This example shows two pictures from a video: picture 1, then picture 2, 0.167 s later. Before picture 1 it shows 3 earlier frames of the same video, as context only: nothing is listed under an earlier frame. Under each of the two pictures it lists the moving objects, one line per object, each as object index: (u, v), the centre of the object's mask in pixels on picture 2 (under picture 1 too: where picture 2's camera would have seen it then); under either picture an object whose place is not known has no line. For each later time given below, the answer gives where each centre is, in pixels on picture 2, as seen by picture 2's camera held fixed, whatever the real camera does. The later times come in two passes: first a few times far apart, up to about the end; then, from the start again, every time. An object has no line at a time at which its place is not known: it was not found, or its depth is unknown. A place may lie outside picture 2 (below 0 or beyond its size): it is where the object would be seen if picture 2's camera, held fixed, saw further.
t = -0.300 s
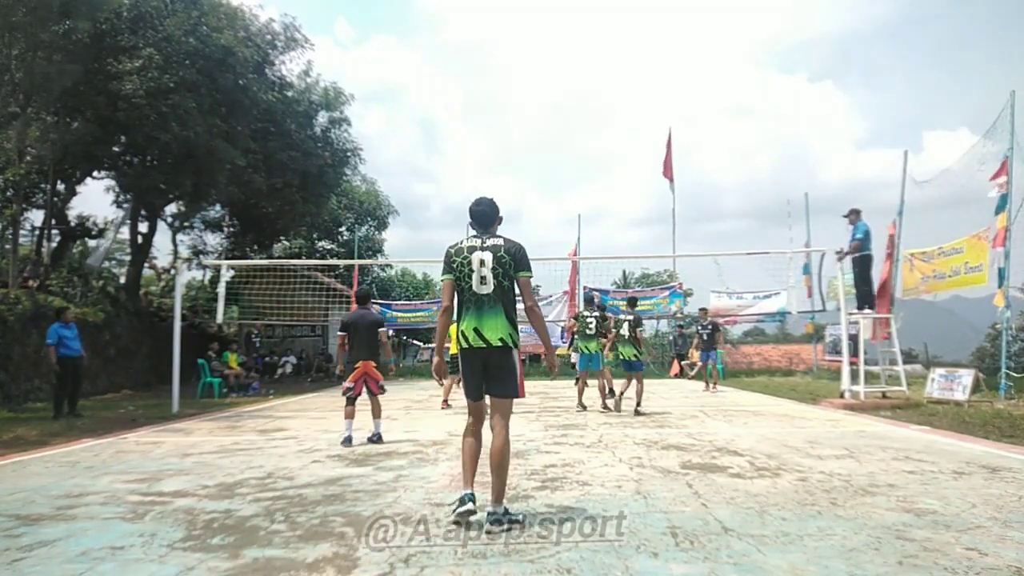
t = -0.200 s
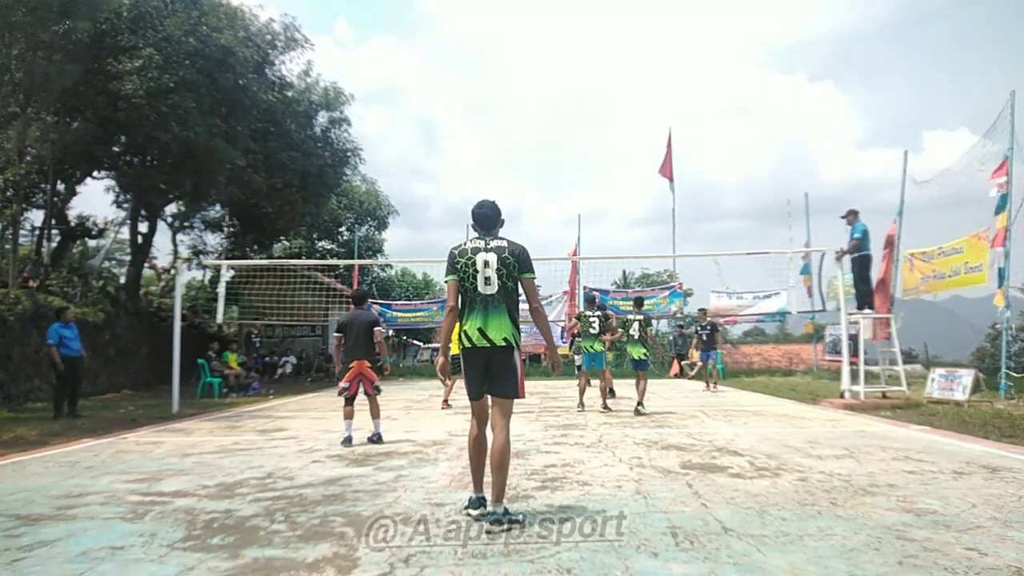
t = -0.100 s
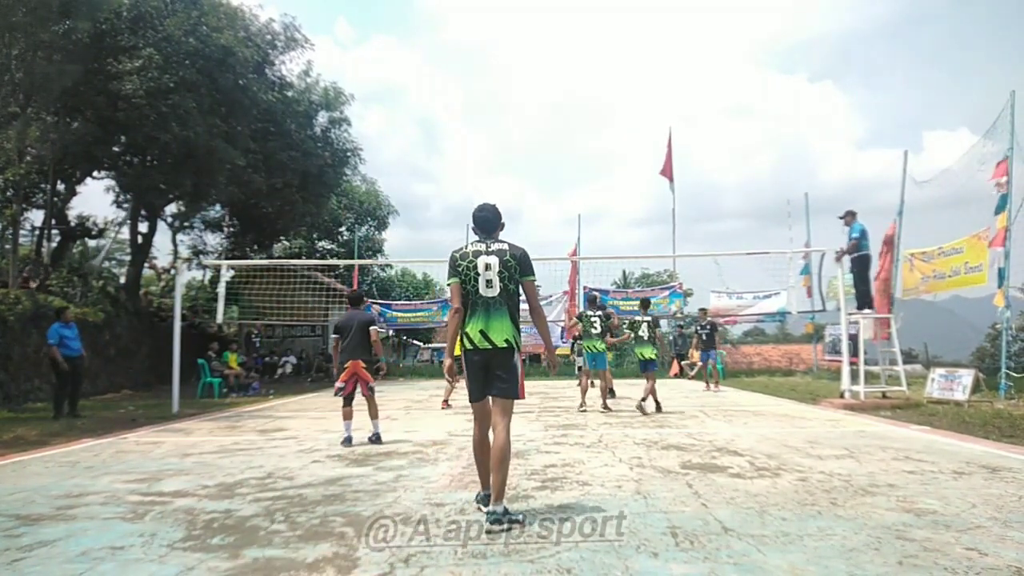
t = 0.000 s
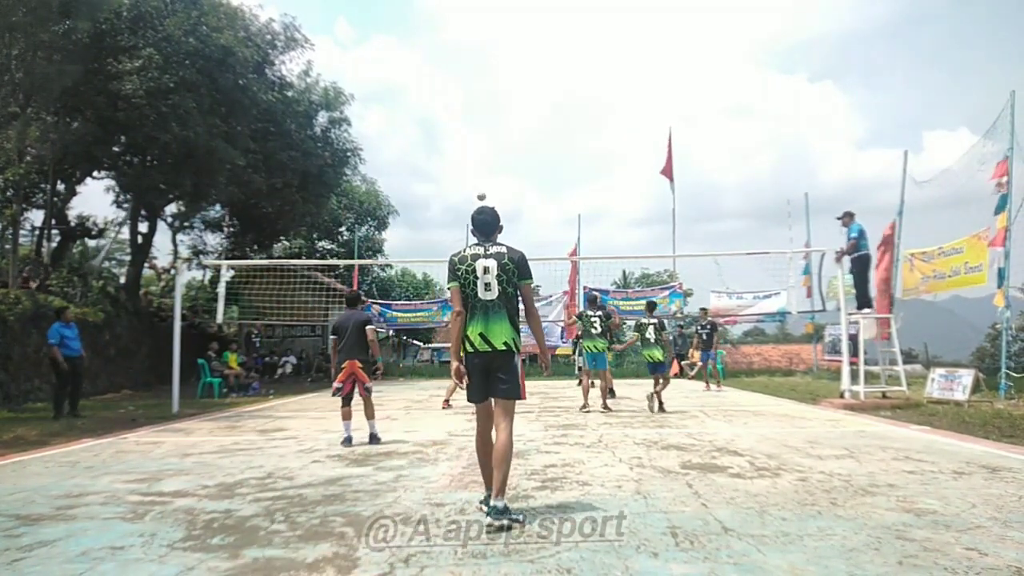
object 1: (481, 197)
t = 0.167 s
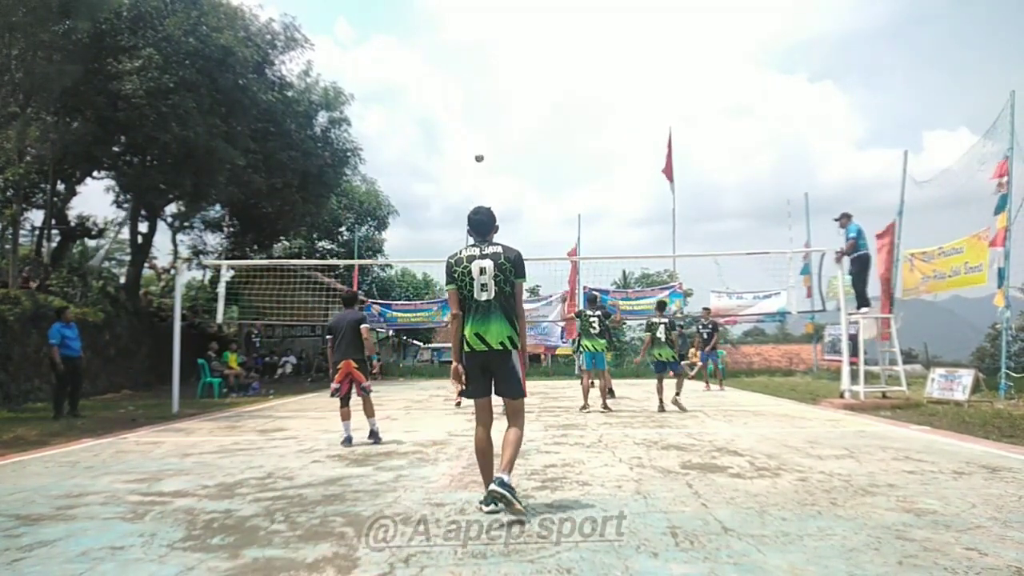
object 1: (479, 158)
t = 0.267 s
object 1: (477, 140)
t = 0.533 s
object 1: (473, 111)
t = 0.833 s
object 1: (468, 115)
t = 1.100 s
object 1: (463, 154)
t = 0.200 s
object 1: (479, 152)
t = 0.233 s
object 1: (478, 145)
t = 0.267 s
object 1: (477, 140)
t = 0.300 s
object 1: (477, 135)
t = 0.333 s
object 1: (476, 130)
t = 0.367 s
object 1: (476, 125)
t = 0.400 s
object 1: (475, 122)
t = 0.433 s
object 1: (475, 119)
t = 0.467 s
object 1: (474, 116)
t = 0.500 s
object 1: (474, 113)
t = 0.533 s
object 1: (473, 111)
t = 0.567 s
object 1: (472, 109)
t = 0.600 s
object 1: (472, 109)
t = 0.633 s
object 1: (471, 108)
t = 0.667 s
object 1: (471, 108)
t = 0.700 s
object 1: (470, 108)
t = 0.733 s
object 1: (470, 109)
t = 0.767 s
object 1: (469, 111)
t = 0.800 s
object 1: (469, 113)
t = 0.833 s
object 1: (468, 115)
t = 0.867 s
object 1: (467, 119)
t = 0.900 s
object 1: (467, 122)
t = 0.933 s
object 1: (466, 126)
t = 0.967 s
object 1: (466, 131)
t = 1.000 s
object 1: (465, 136)
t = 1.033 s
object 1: (464, 141)
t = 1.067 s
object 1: (464, 148)
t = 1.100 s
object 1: (463, 154)
